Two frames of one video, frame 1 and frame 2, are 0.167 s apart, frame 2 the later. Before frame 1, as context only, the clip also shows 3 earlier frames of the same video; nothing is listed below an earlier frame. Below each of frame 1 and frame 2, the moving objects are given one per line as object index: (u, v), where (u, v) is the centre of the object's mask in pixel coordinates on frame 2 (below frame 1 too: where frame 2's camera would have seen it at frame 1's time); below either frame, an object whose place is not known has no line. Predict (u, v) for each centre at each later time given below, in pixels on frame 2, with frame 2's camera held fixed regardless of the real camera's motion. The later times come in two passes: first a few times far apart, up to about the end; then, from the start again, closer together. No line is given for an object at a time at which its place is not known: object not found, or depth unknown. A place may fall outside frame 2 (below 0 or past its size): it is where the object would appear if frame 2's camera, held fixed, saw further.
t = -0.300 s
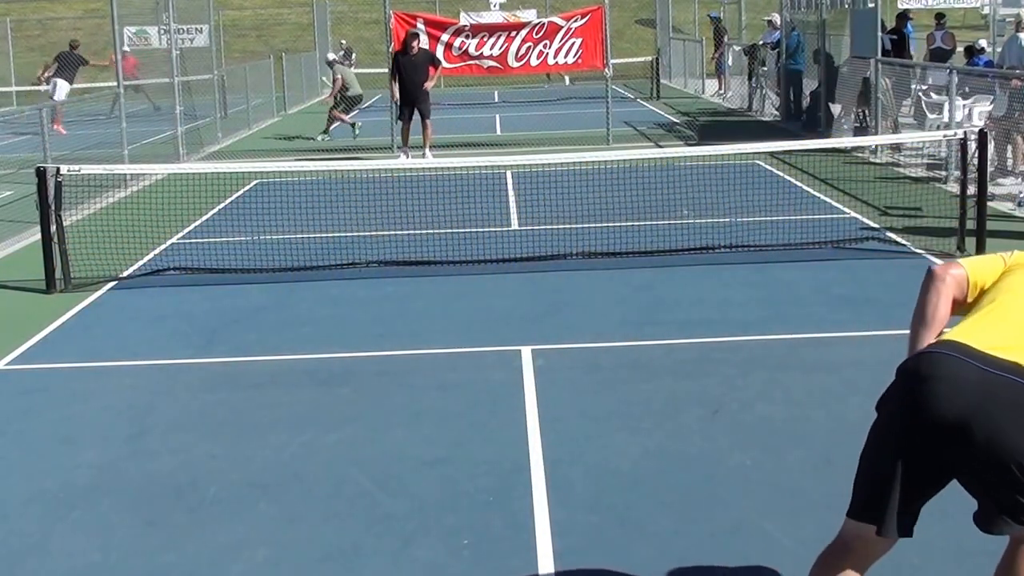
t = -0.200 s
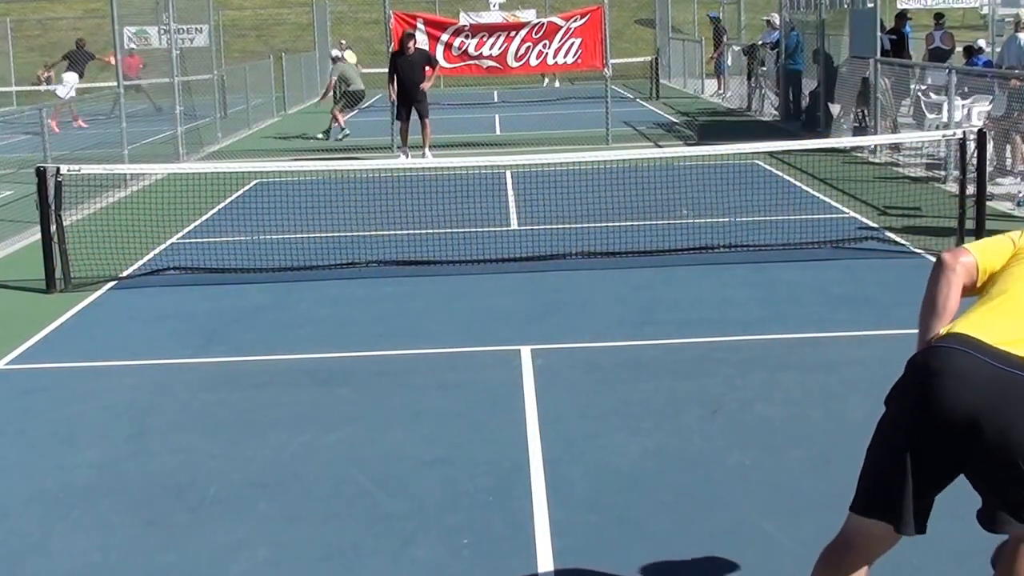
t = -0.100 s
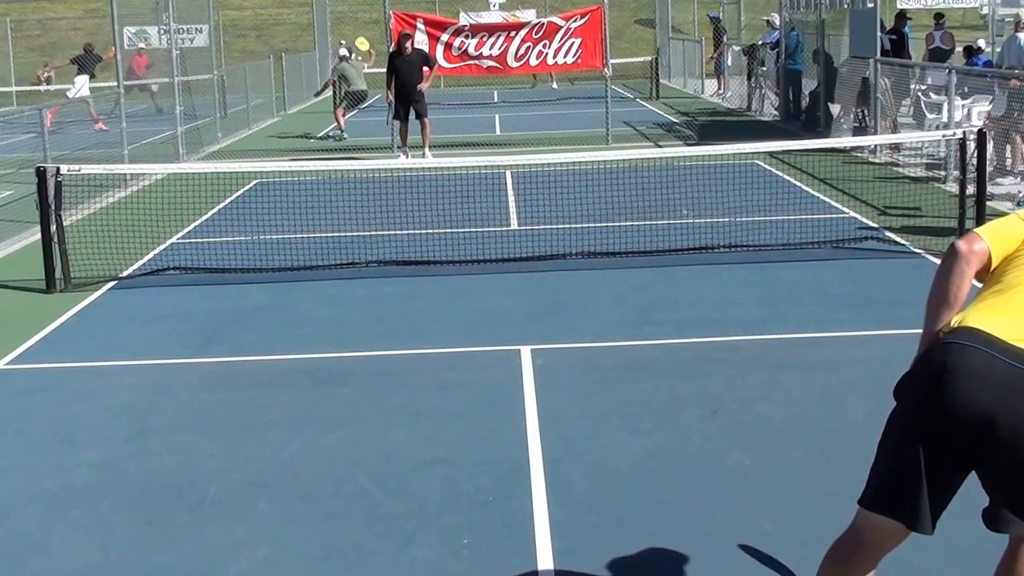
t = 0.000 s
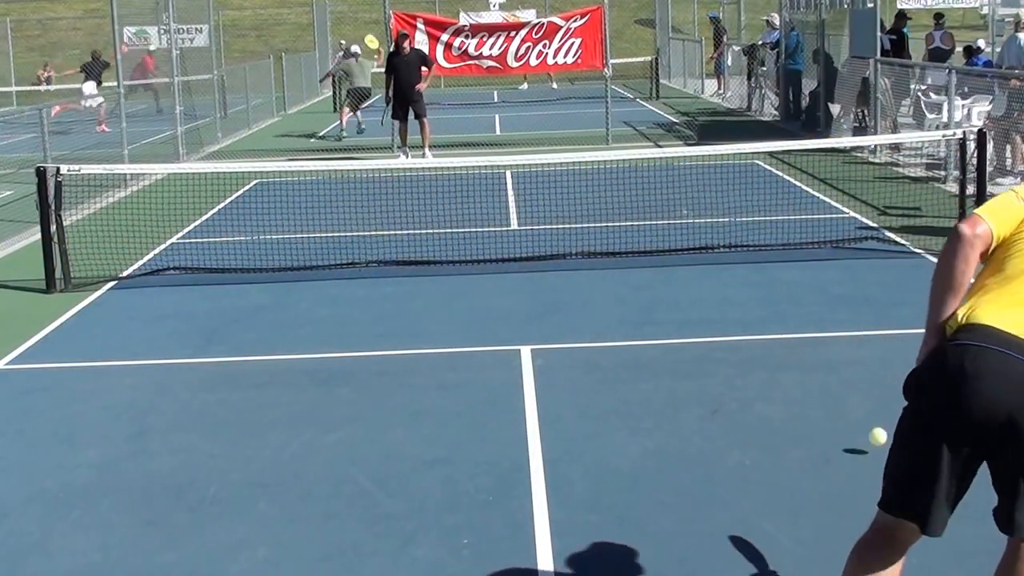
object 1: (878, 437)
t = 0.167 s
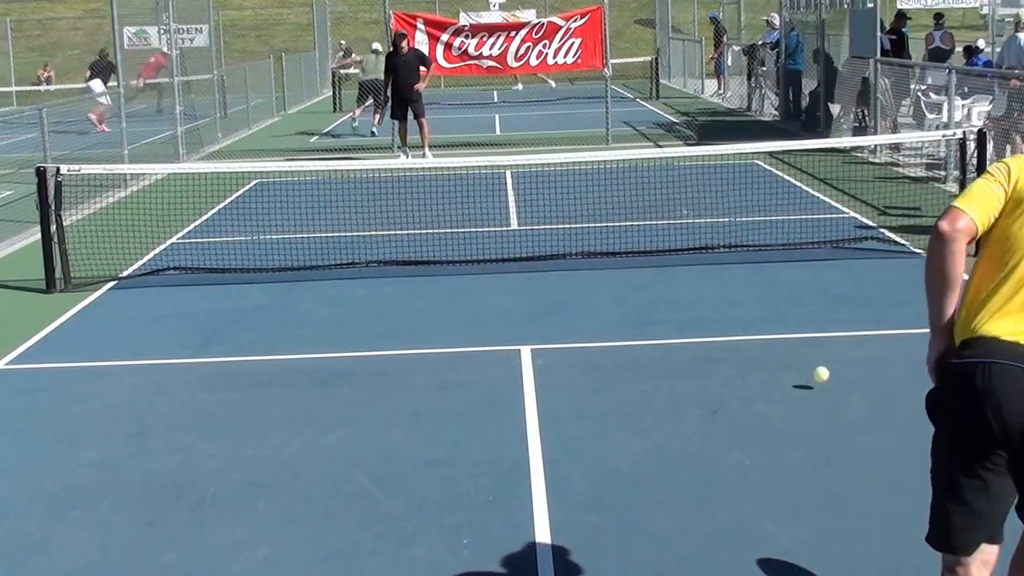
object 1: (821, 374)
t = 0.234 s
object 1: (804, 362)
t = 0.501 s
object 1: (763, 308)
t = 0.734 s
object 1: (738, 278)
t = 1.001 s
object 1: (717, 252)
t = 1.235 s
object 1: (703, 232)
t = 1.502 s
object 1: (691, 214)
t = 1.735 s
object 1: (683, 201)
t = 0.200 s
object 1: (812, 368)
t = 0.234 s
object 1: (804, 362)
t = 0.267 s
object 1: (798, 350)
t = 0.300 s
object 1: (793, 340)
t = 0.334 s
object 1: (787, 333)
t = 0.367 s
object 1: (782, 329)
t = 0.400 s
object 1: (777, 327)
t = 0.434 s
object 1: (772, 322)
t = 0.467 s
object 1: (767, 314)
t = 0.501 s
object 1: (763, 308)
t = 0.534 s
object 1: (759, 305)
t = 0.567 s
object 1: (755, 302)
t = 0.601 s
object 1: (751, 294)
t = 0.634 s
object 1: (748, 289)
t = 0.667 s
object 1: (744, 285)
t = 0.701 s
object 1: (741, 283)
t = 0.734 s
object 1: (738, 278)
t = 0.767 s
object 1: (735, 274)
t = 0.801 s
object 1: (732, 270)
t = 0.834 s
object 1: (729, 268)
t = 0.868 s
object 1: (726, 264)
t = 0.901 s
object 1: (723, 260)
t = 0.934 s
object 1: (721, 258)
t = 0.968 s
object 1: (719, 254)
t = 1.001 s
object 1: (717, 252)
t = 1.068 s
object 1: (712, 244)
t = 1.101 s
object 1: (711, 241)
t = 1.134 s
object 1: (709, 239)
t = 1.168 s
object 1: (706, 237)
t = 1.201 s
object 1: (705, 234)
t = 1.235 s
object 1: (703, 232)
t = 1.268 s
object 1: (701, 230)
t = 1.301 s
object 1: (698, 226)
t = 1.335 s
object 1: (698, 225)
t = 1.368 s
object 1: (697, 222)
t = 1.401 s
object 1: (695, 220)
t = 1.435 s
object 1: (693, 218)
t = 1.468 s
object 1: (692, 216)
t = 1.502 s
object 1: (691, 214)
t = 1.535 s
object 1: (689, 212)
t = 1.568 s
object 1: (688, 210)
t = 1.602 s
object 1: (687, 209)
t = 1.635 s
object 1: (686, 206)
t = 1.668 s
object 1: (685, 205)
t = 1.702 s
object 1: (684, 203)
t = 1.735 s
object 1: (683, 201)
